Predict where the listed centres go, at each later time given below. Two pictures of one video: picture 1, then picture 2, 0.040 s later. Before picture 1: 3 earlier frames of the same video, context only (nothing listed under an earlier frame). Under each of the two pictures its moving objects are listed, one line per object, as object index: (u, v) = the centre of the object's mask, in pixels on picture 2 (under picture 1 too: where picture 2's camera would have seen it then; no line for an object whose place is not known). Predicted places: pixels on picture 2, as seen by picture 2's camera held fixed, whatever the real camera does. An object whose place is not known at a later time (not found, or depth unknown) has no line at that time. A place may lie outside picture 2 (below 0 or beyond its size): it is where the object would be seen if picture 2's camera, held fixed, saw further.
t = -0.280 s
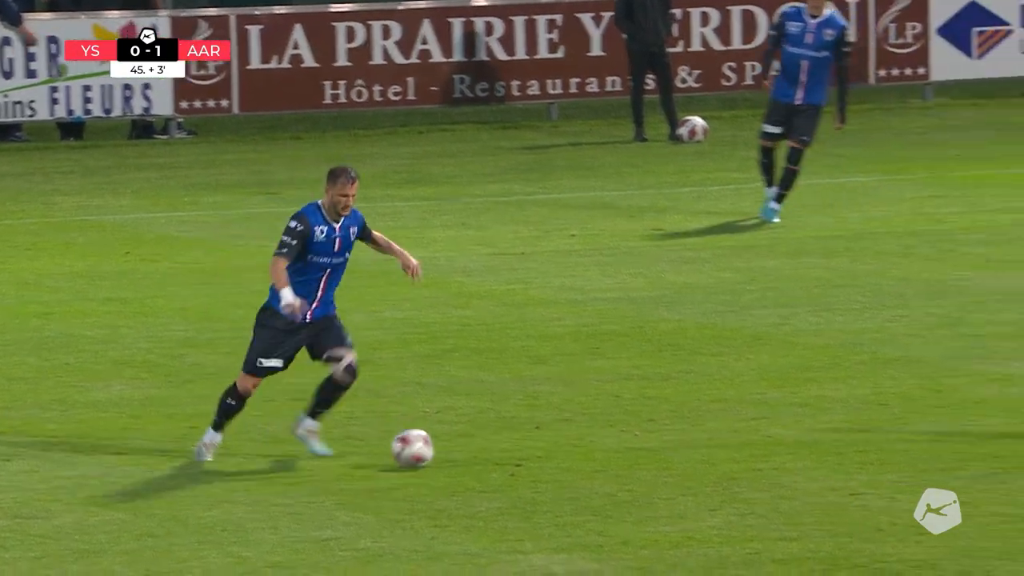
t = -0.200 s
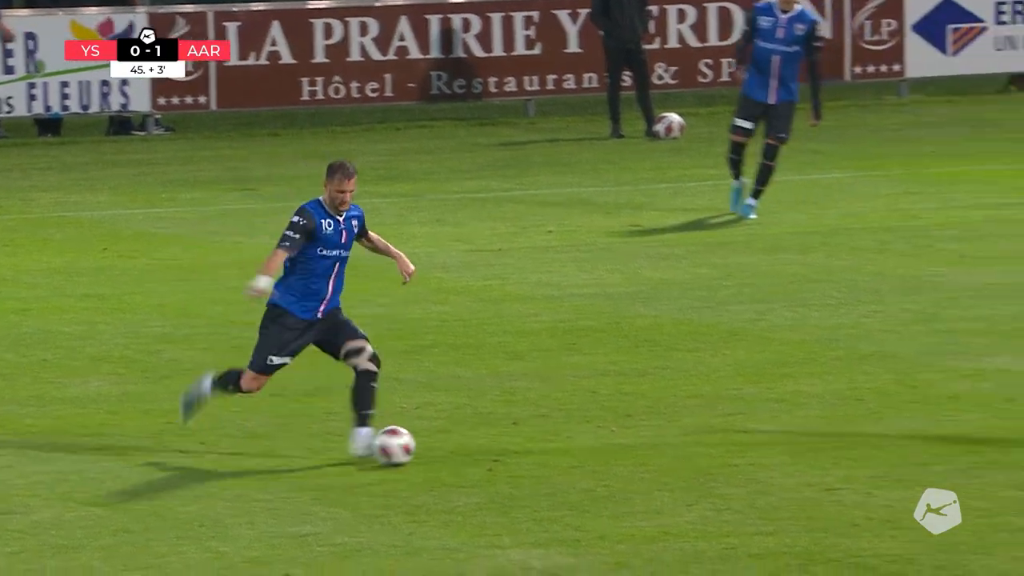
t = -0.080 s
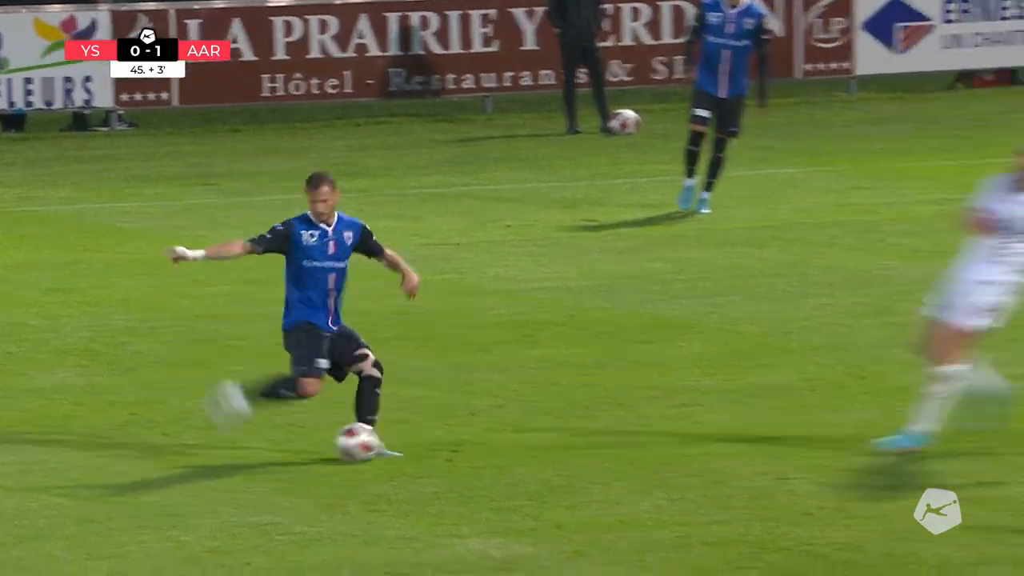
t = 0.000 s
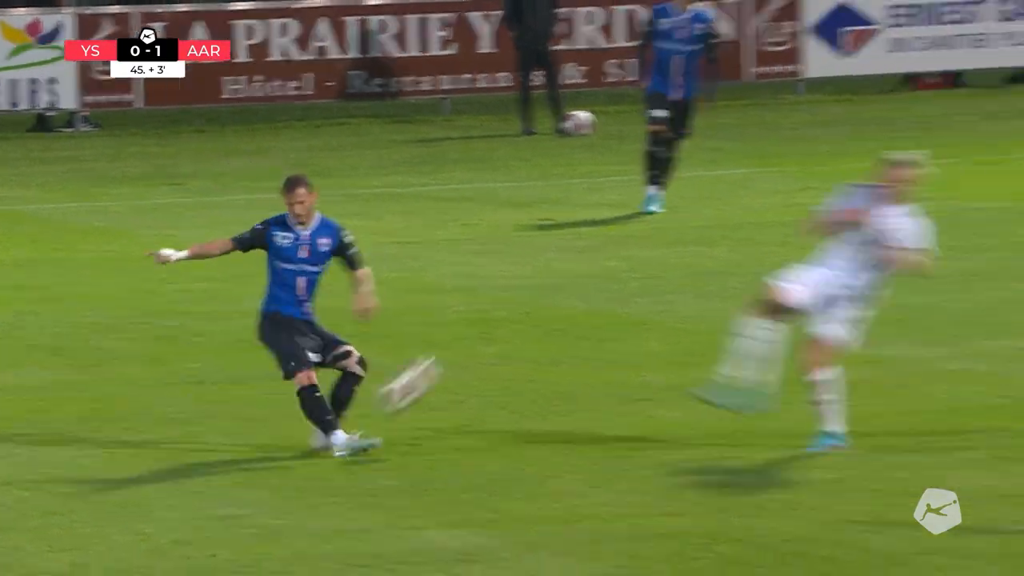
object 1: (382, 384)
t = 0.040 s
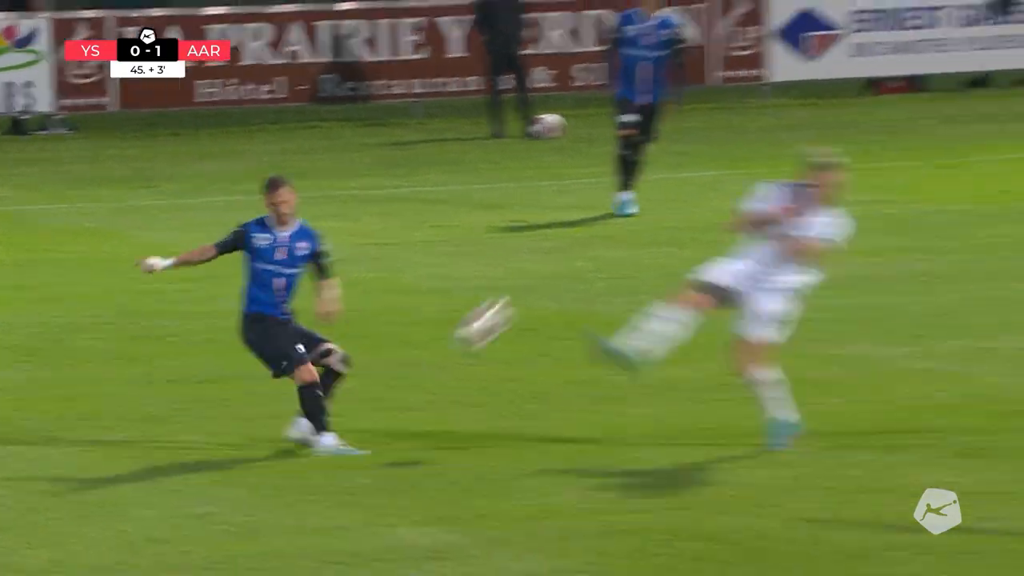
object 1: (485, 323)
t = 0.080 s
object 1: (587, 268)
